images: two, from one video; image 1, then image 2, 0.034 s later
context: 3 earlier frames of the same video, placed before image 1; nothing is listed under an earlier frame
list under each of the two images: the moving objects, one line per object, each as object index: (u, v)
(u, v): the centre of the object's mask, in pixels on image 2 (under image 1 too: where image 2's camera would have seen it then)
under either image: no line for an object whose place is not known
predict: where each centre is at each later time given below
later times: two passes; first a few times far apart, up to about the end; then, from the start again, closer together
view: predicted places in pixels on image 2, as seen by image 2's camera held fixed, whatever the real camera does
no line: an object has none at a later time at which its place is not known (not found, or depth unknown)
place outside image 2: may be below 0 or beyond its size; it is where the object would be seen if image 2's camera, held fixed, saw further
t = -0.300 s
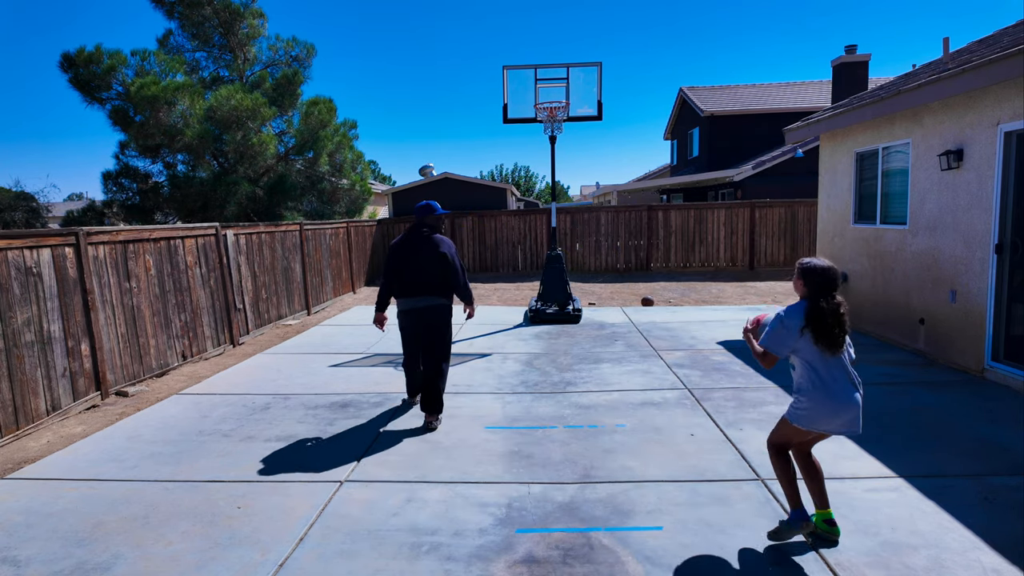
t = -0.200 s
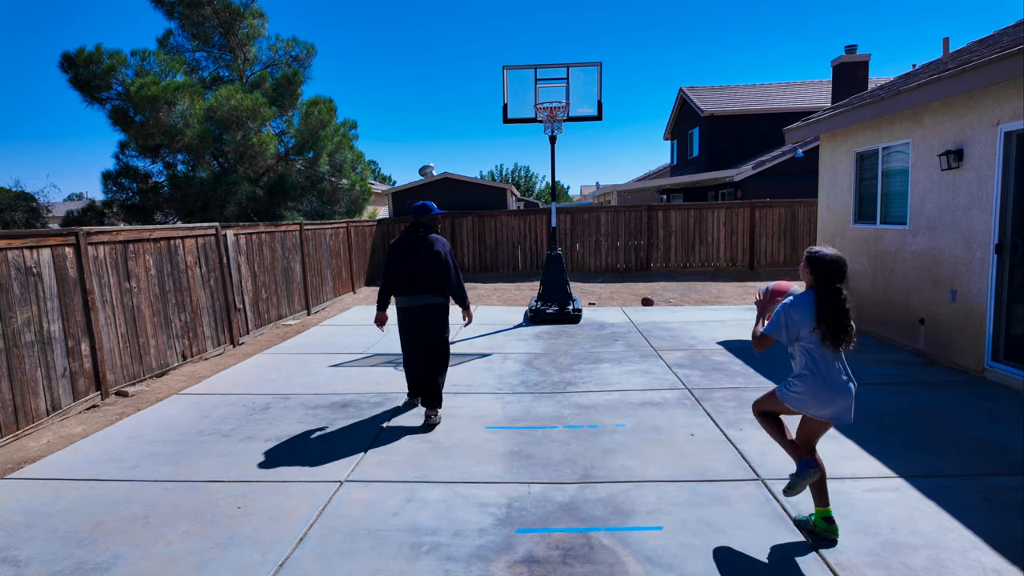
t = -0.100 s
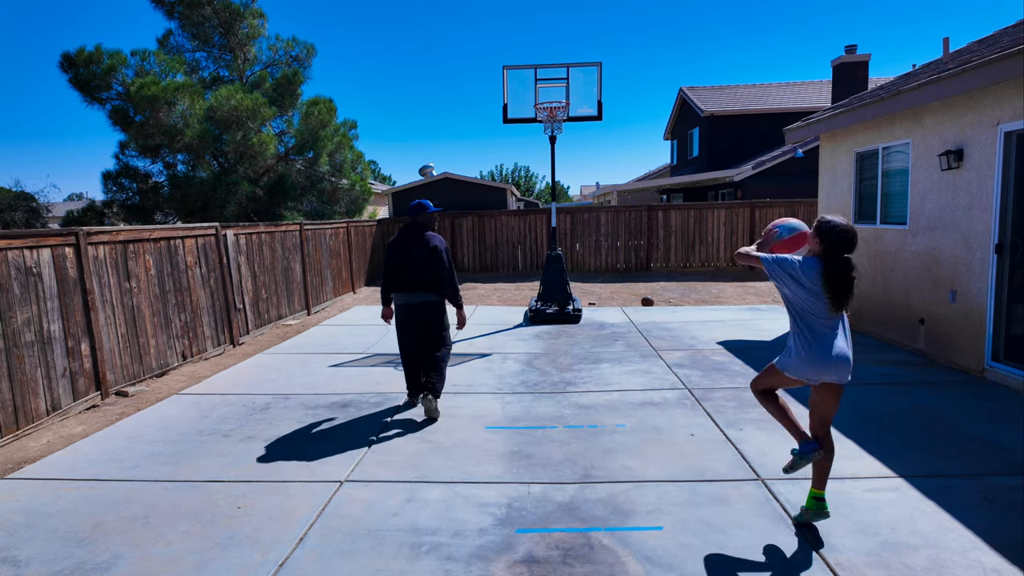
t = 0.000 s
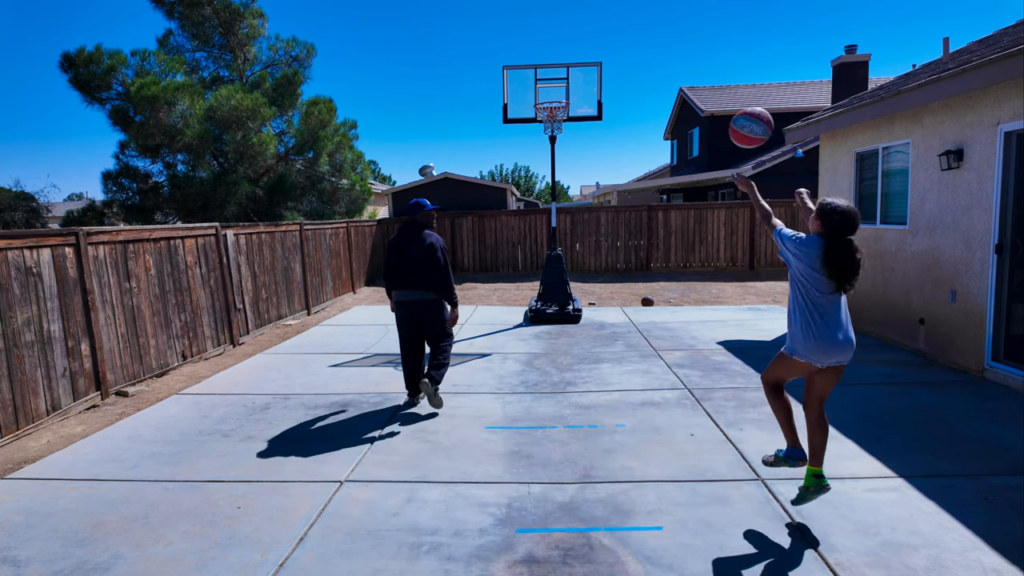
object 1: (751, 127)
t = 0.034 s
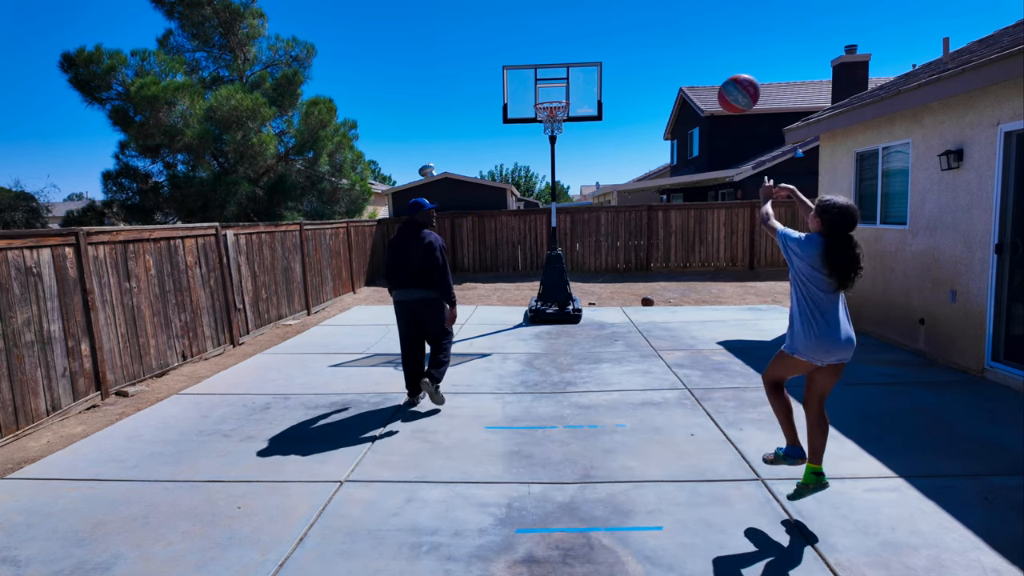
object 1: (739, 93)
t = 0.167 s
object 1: (696, 6)
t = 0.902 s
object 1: (586, 10)
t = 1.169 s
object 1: (573, 105)
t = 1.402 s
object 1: (621, 137)
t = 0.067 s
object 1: (727, 64)
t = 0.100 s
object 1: (717, 38)
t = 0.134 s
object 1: (706, 17)
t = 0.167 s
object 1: (696, 6)
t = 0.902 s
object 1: (586, 10)
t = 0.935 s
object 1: (584, 21)
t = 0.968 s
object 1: (581, 33)
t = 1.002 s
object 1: (579, 45)
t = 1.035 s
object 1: (577, 58)
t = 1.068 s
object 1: (575, 71)
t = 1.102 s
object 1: (574, 85)
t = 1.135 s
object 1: (572, 98)
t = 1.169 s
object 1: (573, 105)
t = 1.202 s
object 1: (579, 107)
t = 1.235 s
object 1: (586, 111)
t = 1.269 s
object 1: (593, 114)
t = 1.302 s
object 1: (600, 118)
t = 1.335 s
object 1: (607, 124)
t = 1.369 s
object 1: (614, 130)
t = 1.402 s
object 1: (621, 137)
